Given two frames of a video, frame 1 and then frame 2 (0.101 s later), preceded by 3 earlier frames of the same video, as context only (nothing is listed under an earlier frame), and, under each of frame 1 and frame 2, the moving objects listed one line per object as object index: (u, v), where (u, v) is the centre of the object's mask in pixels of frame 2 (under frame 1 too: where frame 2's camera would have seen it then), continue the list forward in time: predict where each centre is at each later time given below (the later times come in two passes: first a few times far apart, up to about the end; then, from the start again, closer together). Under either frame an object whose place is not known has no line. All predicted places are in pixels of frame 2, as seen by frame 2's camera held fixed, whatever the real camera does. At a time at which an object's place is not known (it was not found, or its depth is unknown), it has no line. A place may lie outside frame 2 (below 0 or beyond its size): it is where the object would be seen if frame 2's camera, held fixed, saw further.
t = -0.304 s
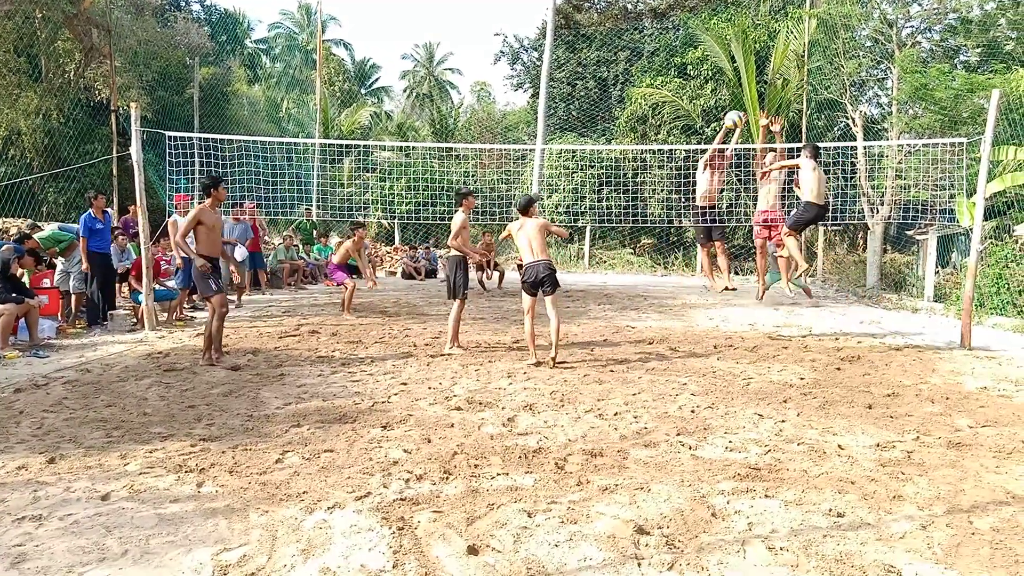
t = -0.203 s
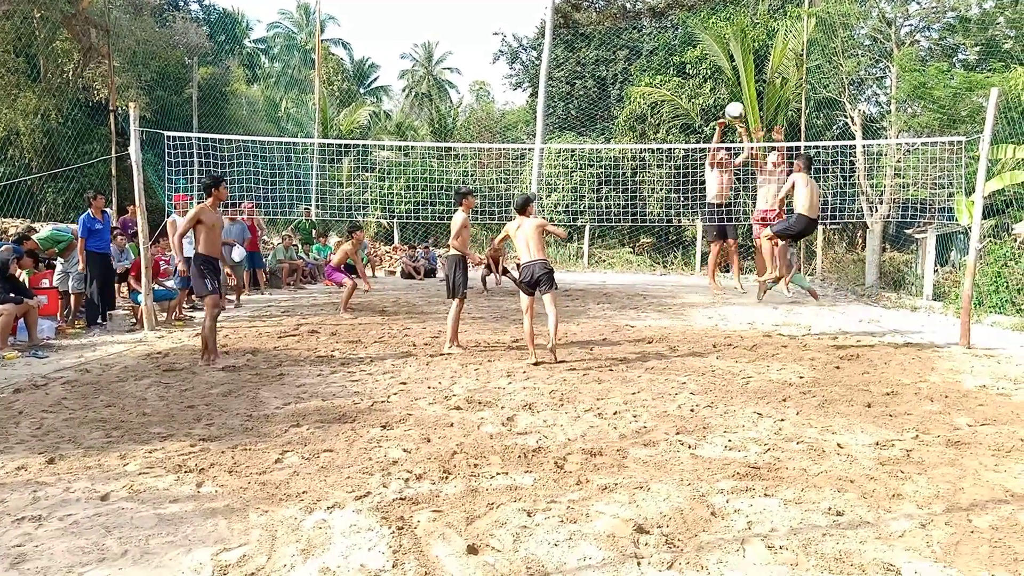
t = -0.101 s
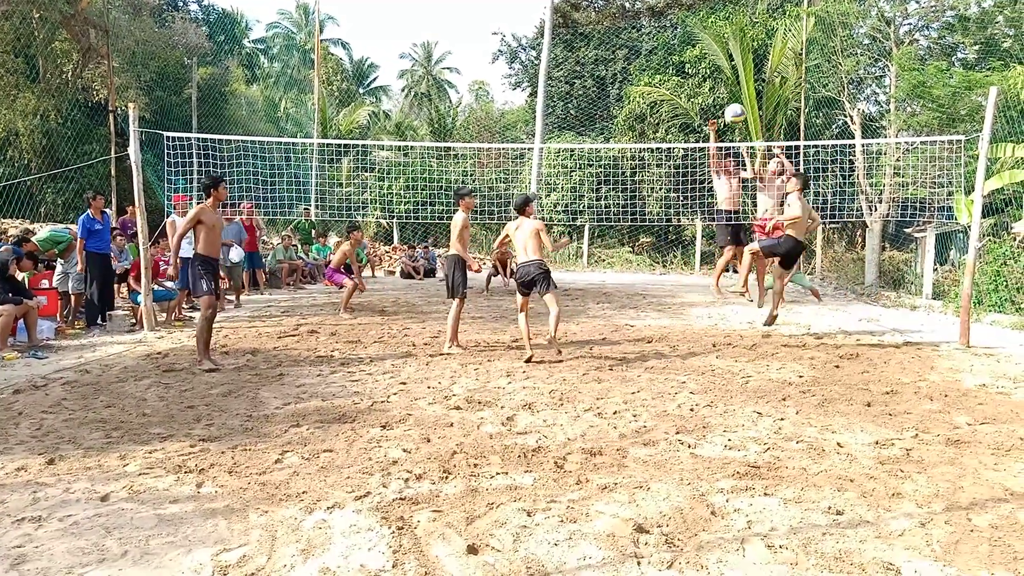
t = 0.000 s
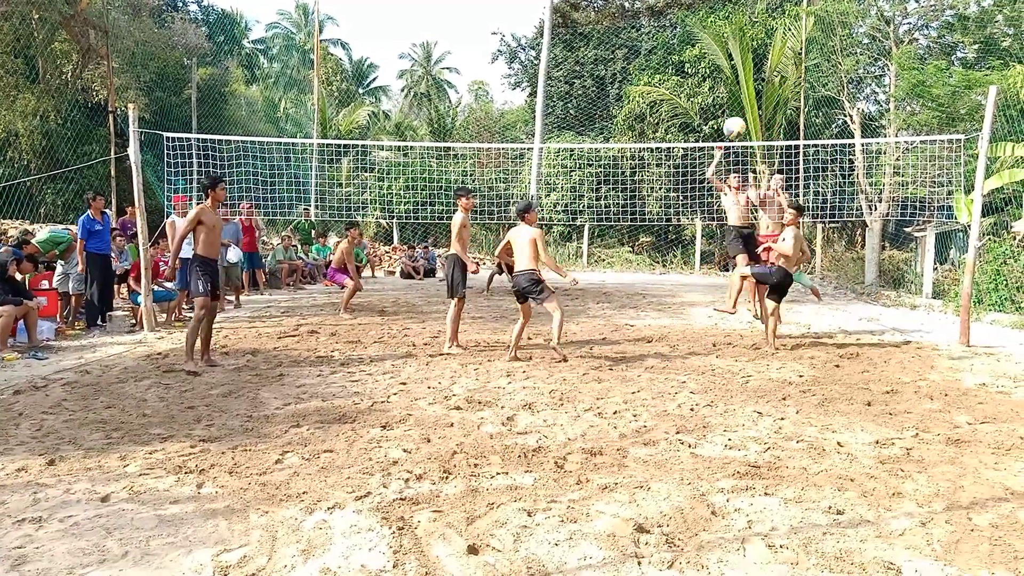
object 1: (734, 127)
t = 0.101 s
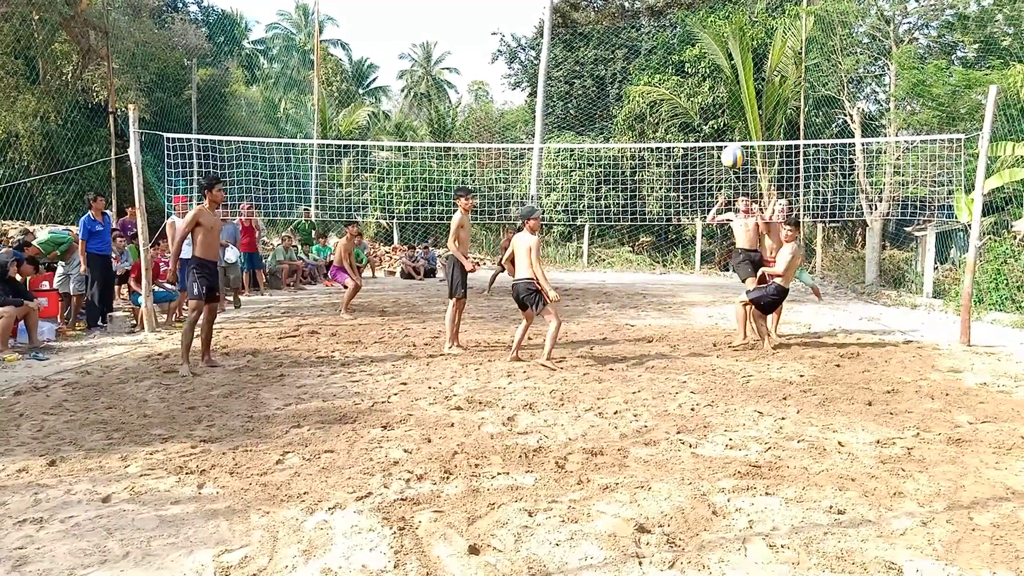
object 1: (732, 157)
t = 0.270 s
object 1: (726, 245)
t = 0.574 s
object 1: (725, 416)
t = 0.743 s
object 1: (747, 424)
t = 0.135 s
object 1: (732, 169)
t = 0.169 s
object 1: (731, 185)
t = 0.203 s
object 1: (730, 202)
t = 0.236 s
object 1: (728, 223)
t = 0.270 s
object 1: (726, 245)
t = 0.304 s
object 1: (725, 270)
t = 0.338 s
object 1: (723, 298)
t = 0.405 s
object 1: (718, 363)
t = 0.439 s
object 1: (715, 401)
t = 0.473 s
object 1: (714, 430)
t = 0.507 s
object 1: (718, 425)
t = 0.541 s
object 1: (721, 419)
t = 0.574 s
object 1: (725, 416)
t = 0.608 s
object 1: (729, 414)
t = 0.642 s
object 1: (733, 414)
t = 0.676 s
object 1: (738, 415)
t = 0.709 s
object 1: (742, 418)
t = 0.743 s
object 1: (747, 424)
